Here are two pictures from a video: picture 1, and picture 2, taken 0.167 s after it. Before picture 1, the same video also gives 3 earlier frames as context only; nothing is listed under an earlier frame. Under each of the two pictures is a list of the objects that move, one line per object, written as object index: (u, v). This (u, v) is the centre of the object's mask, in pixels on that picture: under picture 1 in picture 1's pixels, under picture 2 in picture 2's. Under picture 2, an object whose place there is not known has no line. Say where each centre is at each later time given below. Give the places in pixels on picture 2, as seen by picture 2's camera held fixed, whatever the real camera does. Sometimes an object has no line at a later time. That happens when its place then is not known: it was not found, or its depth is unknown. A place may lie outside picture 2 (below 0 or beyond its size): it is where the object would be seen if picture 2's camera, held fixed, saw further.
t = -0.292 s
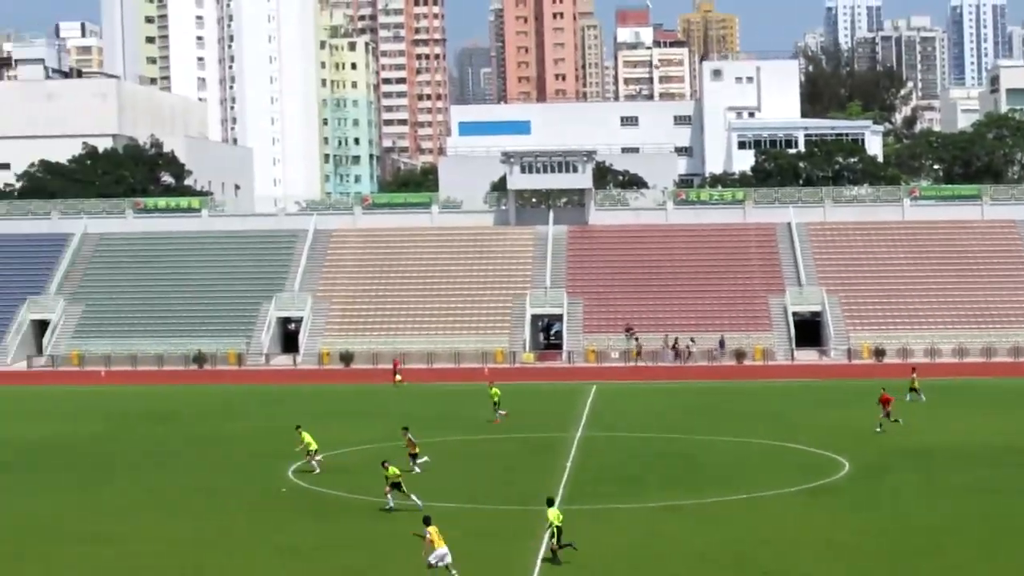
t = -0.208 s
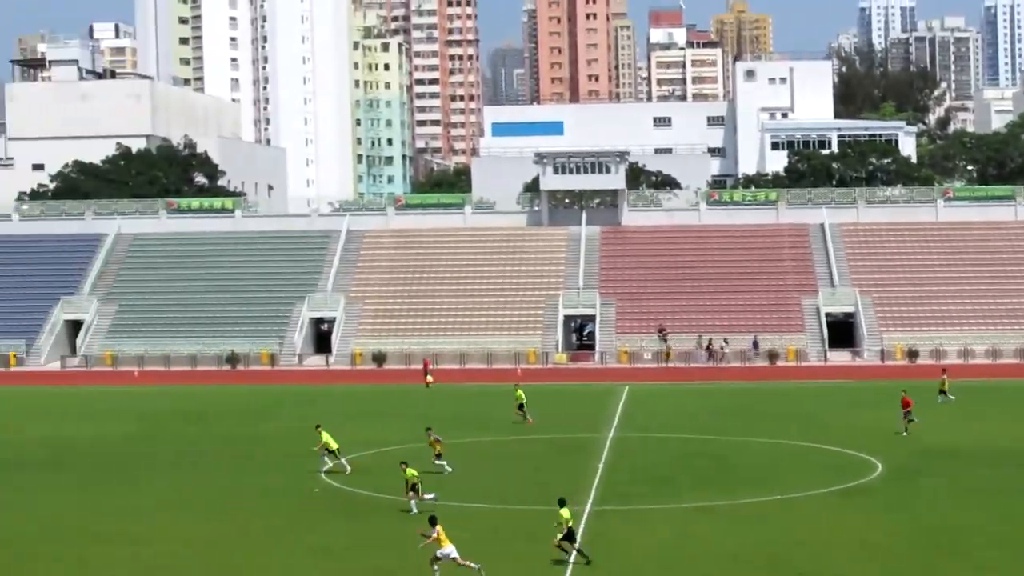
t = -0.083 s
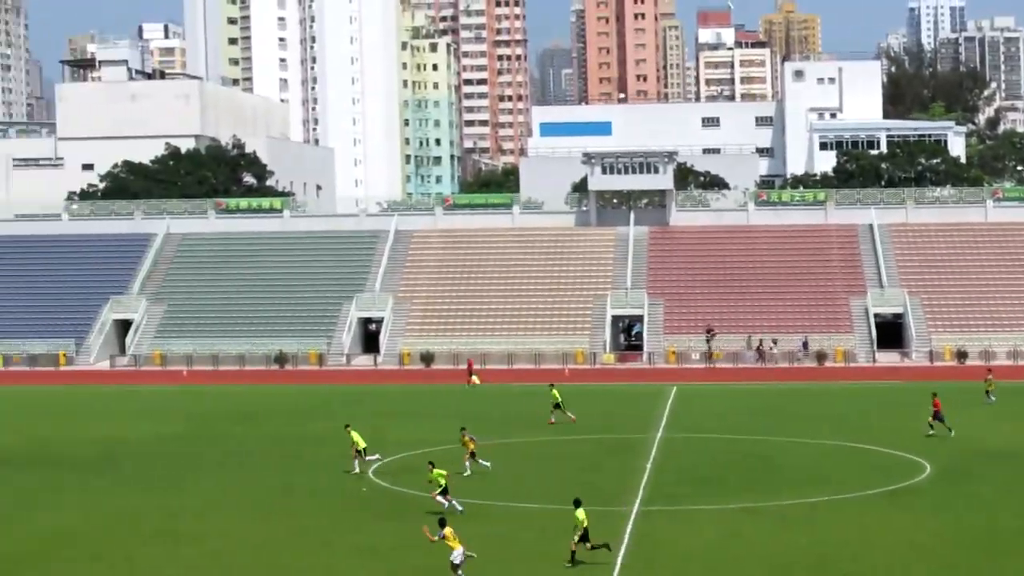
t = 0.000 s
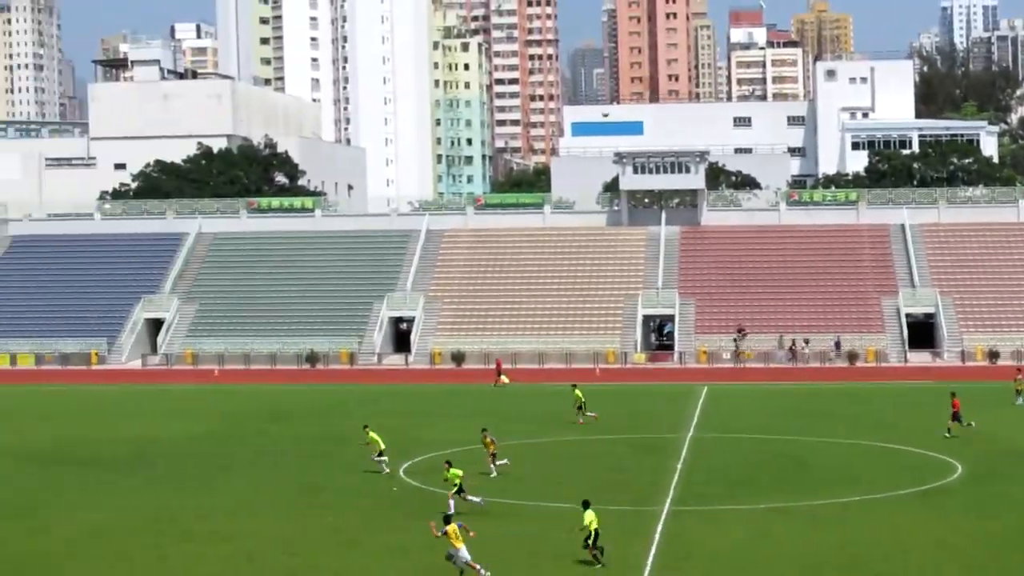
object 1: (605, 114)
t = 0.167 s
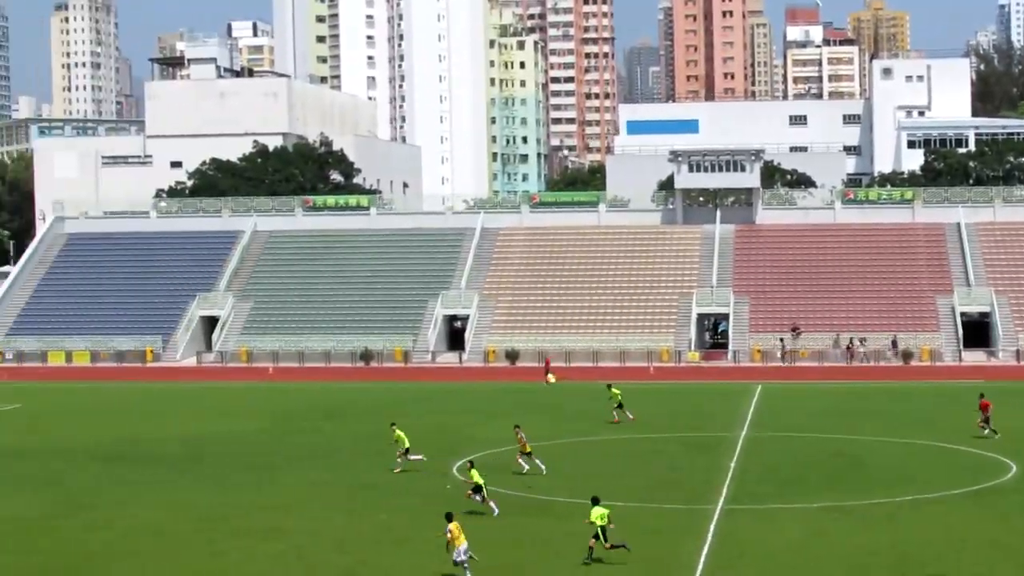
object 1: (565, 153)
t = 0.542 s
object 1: (350, 290)
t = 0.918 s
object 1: (138, 487)
